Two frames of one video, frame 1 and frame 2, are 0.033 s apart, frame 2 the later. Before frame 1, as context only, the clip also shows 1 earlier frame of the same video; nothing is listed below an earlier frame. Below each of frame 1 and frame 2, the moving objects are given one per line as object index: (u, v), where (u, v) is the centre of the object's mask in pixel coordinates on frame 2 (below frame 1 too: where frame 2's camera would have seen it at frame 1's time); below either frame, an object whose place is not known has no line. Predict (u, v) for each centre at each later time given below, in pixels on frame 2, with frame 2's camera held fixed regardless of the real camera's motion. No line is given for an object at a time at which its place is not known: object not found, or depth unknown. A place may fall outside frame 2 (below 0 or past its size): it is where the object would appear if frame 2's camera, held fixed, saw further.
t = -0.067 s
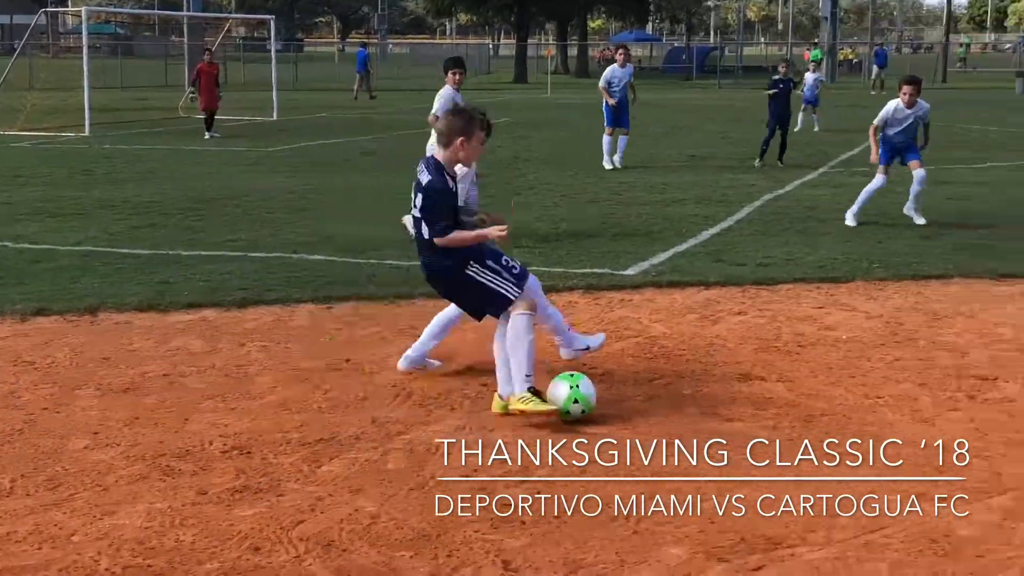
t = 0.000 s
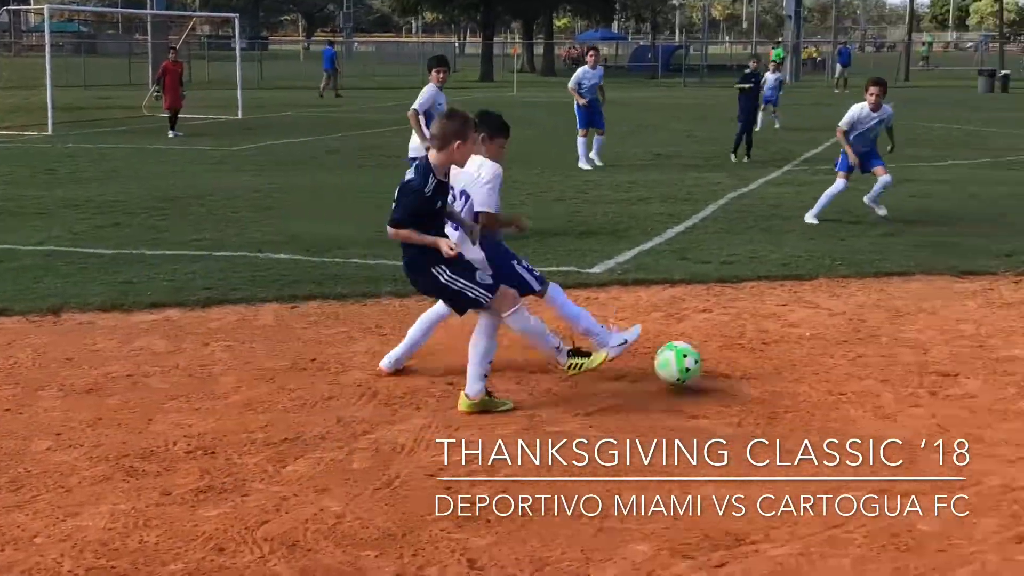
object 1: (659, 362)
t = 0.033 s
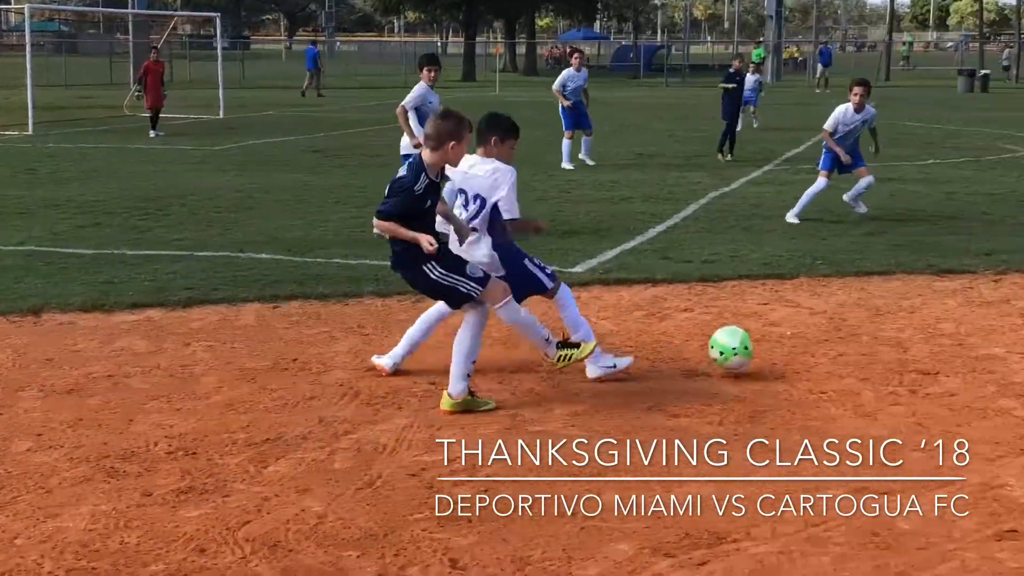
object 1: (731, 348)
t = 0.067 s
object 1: (796, 336)
